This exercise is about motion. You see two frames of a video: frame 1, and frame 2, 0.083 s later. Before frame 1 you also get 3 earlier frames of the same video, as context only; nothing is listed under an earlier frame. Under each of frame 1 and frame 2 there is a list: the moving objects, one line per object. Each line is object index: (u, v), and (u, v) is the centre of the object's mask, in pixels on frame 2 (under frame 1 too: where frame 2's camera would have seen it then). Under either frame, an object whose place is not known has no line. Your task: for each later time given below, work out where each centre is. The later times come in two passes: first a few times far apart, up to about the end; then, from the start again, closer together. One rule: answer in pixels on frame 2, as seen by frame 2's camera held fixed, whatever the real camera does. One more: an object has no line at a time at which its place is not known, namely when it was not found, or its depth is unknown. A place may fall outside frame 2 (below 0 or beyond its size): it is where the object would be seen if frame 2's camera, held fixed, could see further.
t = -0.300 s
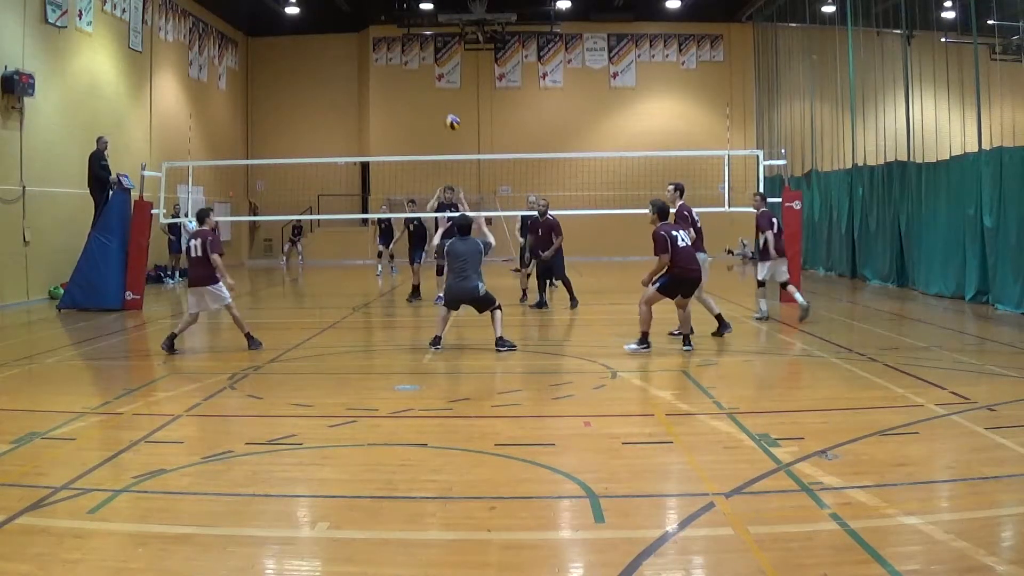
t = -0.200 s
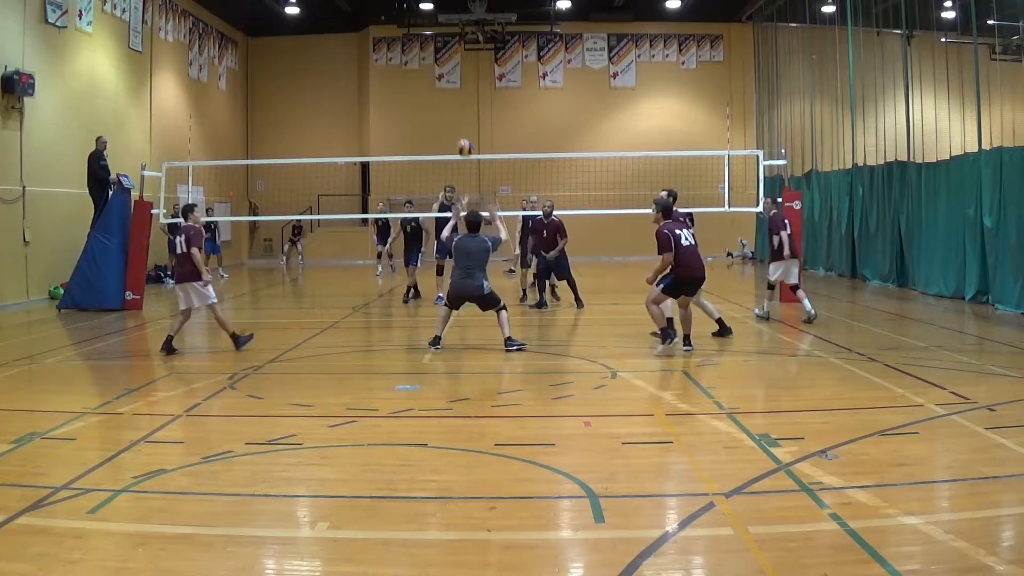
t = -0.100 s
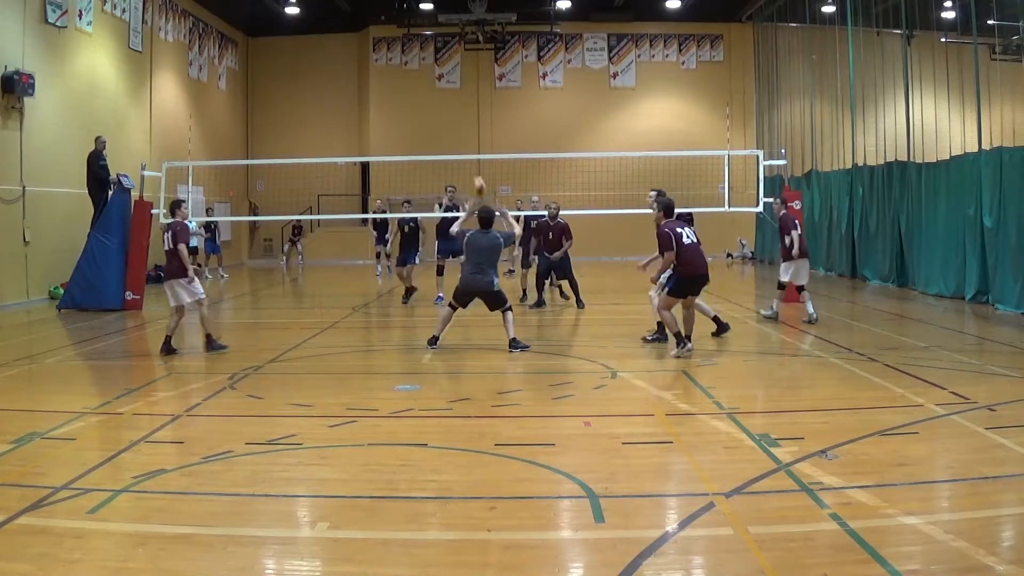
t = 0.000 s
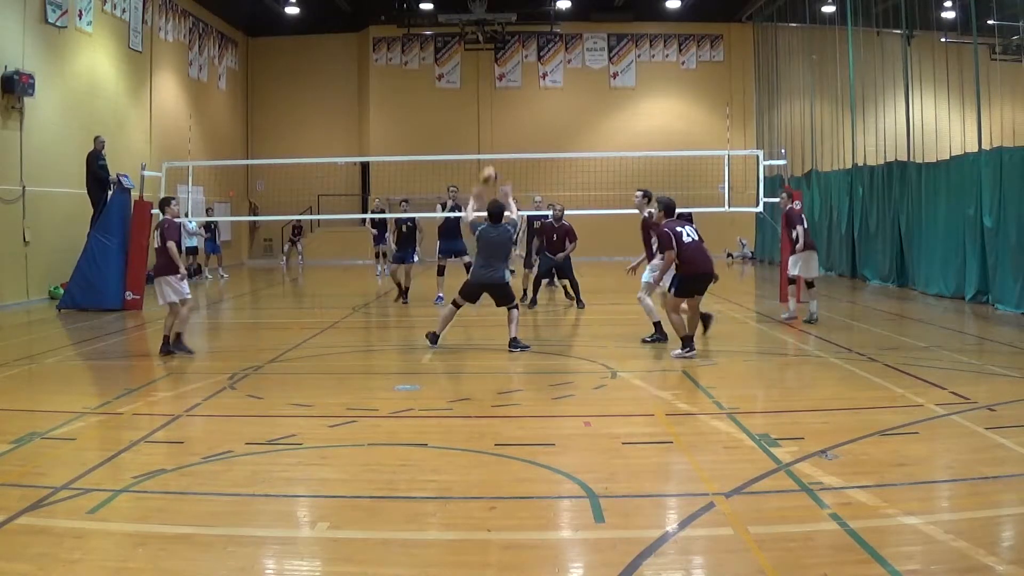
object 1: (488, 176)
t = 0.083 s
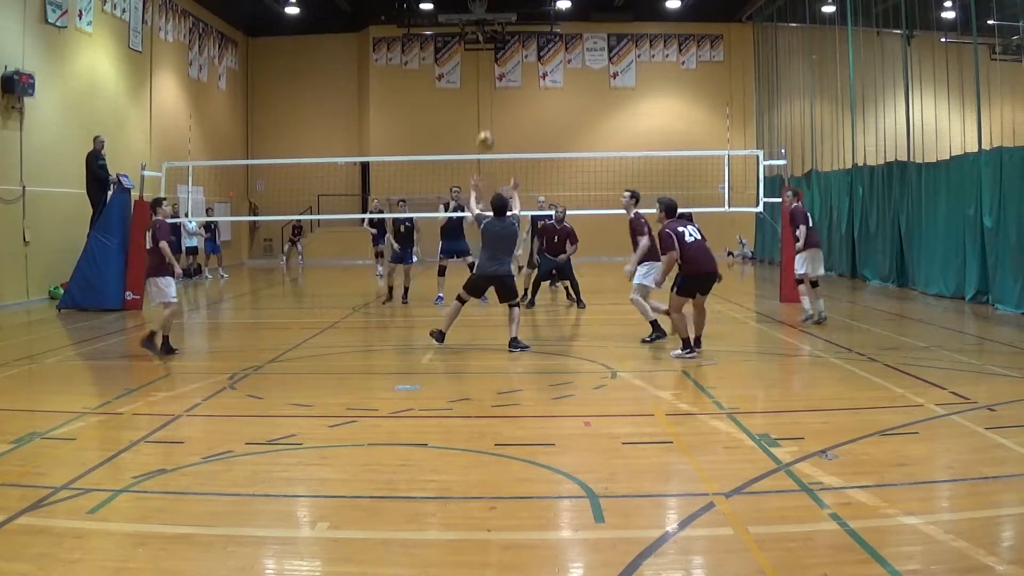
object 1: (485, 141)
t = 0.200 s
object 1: (482, 103)
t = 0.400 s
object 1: (475, 74)
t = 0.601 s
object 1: (471, 78)
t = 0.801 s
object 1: (468, 106)
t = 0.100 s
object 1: (484, 134)
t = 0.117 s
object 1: (484, 128)
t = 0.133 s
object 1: (483, 122)
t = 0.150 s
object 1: (483, 117)
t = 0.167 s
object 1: (482, 112)
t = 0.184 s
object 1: (482, 107)
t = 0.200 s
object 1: (482, 103)
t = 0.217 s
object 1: (481, 99)
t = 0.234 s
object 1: (480, 97)
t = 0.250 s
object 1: (480, 93)
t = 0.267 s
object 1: (479, 90)
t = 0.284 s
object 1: (479, 87)
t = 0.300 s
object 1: (479, 84)
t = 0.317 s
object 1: (479, 82)
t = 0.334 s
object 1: (478, 80)
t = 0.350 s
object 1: (477, 78)
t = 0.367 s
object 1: (477, 77)
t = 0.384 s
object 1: (476, 76)
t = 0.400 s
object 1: (475, 74)
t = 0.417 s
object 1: (476, 73)
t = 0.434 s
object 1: (475, 73)
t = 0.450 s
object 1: (475, 72)
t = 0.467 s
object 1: (474, 72)
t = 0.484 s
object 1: (474, 72)
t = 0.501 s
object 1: (474, 73)
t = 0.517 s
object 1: (474, 73)
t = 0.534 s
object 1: (474, 74)
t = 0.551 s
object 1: (473, 74)
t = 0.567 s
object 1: (473, 75)
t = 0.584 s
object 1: (472, 76)
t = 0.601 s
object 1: (471, 78)
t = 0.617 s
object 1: (471, 79)
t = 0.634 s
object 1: (471, 81)
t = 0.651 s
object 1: (470, 83)
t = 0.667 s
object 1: (470, 84)
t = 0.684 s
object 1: (470, 86)
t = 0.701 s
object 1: (470, 88)
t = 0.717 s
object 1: (470, 91)
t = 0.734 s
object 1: (469, 93)
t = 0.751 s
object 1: (469, 96)
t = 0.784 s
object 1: (468, 102)
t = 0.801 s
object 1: (468, 106)
